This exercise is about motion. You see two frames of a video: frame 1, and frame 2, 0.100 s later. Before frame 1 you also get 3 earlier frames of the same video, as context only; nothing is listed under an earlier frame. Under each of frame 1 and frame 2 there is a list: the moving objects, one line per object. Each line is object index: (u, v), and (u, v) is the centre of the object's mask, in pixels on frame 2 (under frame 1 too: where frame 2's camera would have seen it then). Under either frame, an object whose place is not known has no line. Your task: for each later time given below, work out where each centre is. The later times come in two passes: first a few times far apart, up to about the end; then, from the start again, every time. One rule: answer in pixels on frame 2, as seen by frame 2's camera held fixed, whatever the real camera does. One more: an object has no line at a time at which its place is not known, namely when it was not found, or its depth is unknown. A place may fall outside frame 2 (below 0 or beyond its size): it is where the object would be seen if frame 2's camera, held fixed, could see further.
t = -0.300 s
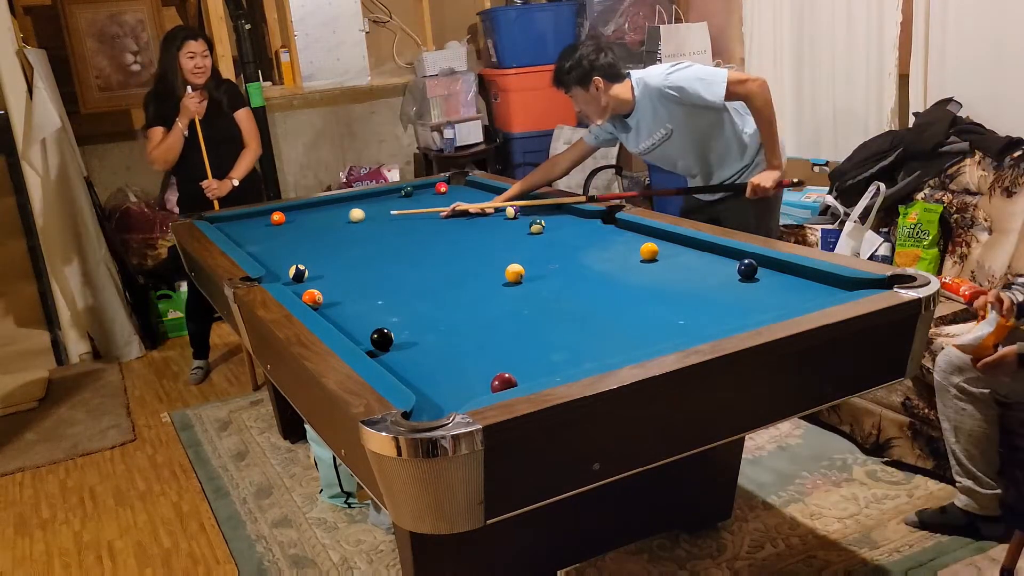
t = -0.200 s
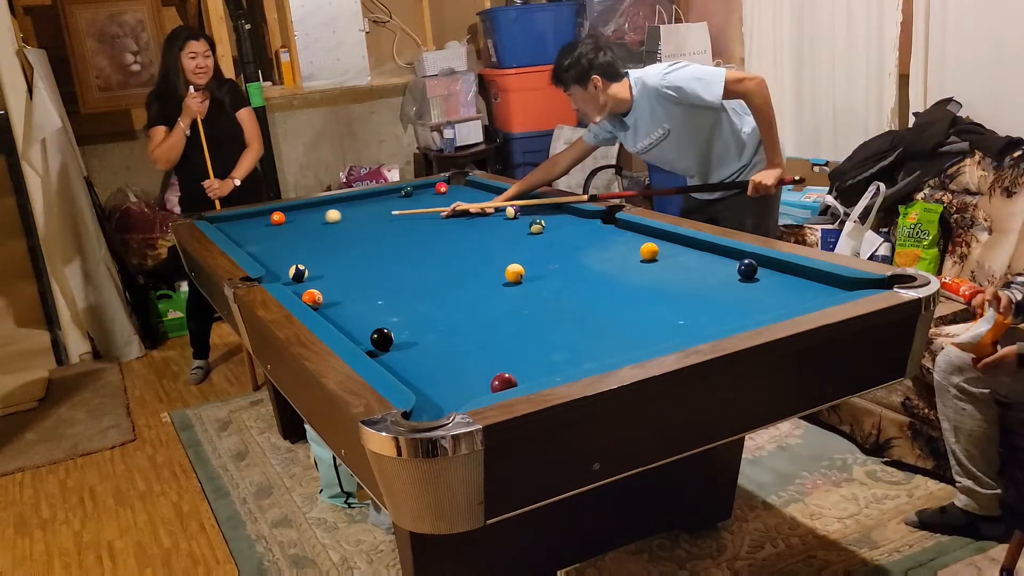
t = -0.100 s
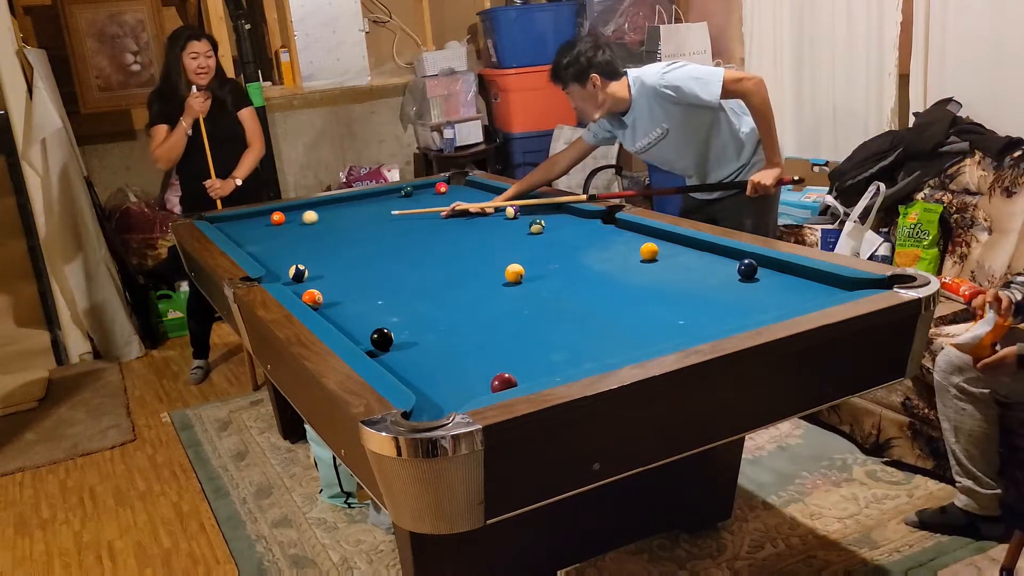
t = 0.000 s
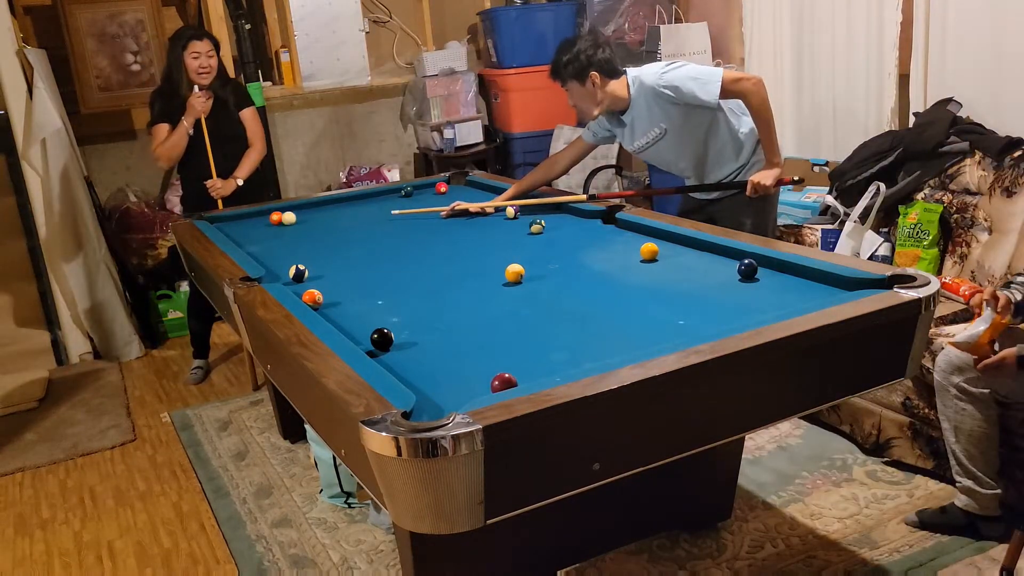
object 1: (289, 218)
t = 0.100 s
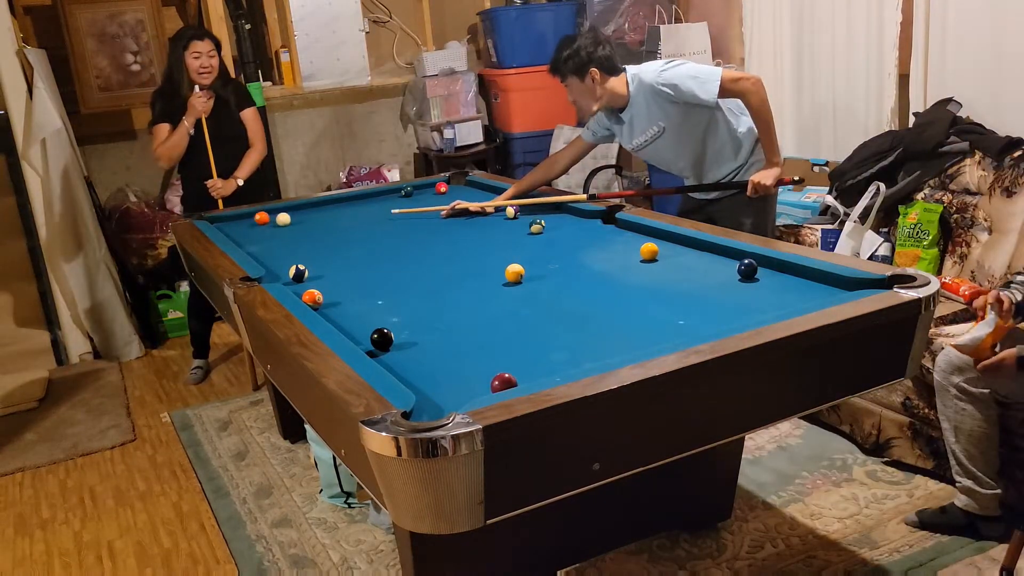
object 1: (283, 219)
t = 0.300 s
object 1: (269, 221)
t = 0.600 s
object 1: (250, 224)
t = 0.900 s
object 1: (234, 226)
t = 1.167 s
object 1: (223, 227)
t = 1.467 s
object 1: (228, 227)
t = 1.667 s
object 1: (231, 227)
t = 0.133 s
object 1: (281, 219)
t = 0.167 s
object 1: (278, 220)
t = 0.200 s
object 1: (276, 220)
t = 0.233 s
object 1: (274, 220)
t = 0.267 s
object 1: (271, 221)
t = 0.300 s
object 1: (269, 221)
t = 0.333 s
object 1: (267, 221)
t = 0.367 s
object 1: (265, 222)
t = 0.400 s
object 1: (263, 222)
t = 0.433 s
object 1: (260, 222)
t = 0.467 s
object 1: (258, 223)
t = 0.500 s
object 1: (256, 223)
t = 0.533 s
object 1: (254, 223)
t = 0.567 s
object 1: (252, 224)
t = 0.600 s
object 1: (250, 224)
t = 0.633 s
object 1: (248, 224)
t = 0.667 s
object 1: (247, 225)
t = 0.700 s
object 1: (245, 225)
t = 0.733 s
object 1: (243, 225)
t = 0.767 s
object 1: (241, 225)
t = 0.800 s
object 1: (239, 226)
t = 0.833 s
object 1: (238, 226)
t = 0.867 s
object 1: (236, 226)
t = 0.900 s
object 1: (234, 226)
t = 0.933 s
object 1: (233, 227)
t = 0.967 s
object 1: (231, 227)
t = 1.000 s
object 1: (230, 227)
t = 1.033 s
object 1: (228, 227)
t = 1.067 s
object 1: (227, 227)
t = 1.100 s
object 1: (226, 227)
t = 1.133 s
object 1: (224, 227)
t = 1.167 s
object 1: (223, 227)
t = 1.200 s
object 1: (223, 227)
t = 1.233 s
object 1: (223, 227)
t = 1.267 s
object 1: (224, 227)
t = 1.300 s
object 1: (225, 227)
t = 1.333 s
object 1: (225, 227)
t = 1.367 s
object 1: (226, 227)
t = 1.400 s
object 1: (226, 227)
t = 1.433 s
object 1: (227, 227)
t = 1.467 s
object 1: (228, 227)
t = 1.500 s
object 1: (228, 227)
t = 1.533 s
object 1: (229, 227)
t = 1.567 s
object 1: (229, 227)
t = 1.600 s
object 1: (230, 227)
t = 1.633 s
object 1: (230, 227)
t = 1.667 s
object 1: (231, 227)
